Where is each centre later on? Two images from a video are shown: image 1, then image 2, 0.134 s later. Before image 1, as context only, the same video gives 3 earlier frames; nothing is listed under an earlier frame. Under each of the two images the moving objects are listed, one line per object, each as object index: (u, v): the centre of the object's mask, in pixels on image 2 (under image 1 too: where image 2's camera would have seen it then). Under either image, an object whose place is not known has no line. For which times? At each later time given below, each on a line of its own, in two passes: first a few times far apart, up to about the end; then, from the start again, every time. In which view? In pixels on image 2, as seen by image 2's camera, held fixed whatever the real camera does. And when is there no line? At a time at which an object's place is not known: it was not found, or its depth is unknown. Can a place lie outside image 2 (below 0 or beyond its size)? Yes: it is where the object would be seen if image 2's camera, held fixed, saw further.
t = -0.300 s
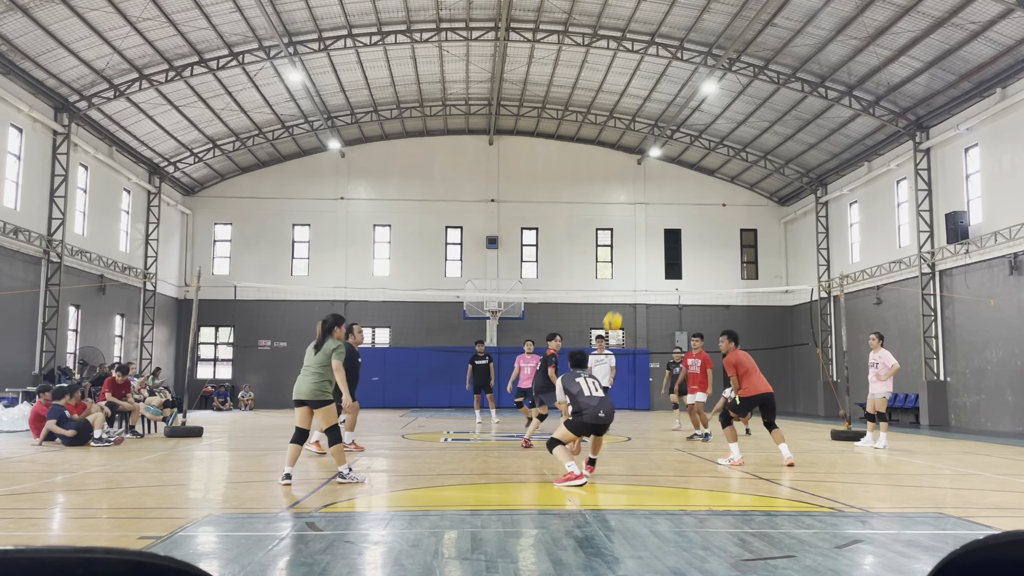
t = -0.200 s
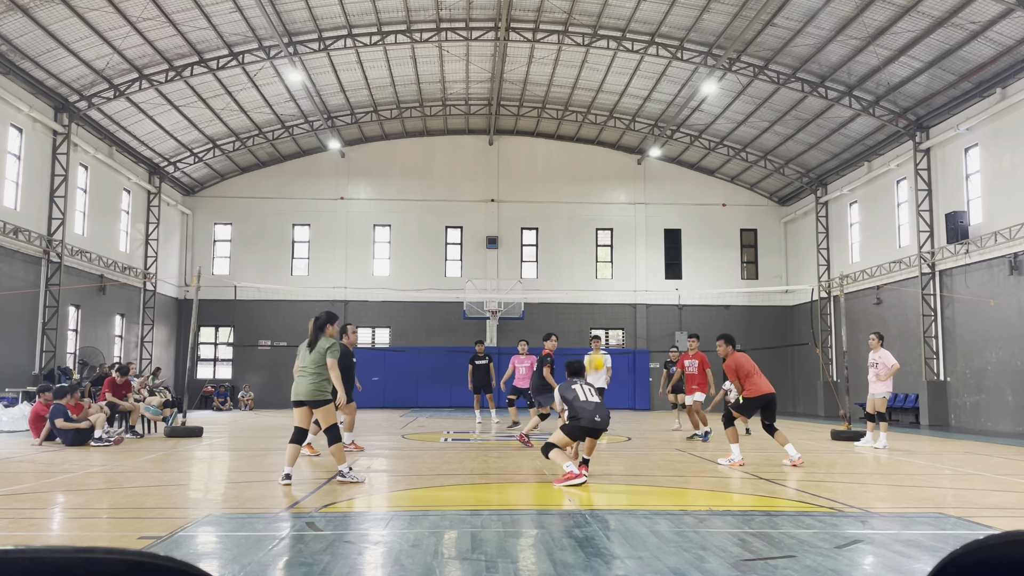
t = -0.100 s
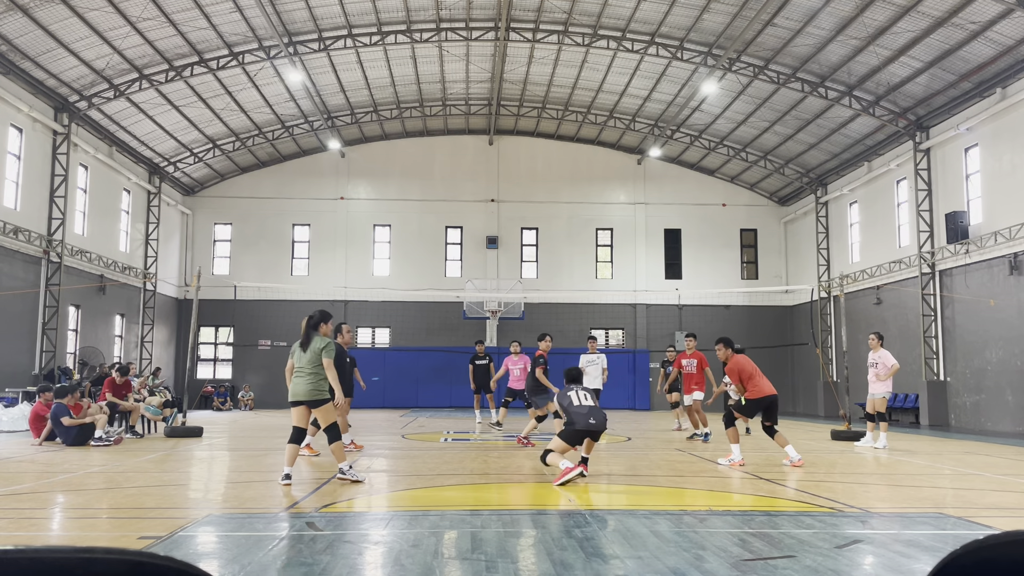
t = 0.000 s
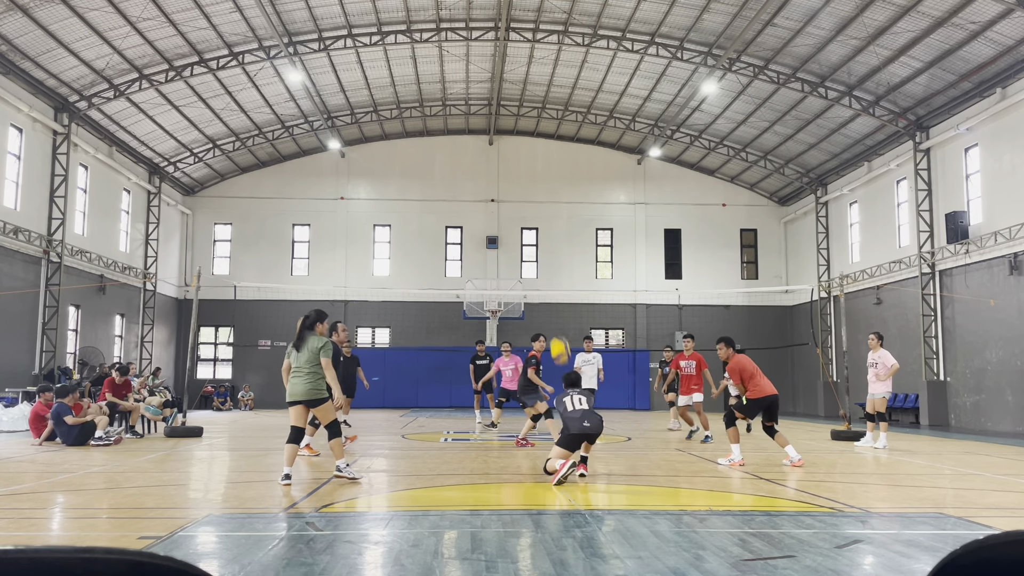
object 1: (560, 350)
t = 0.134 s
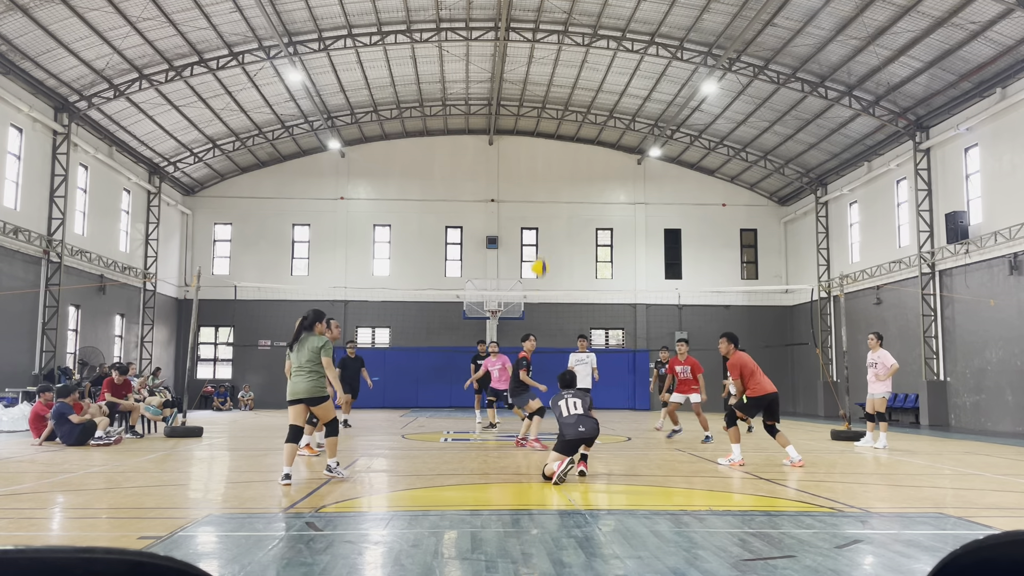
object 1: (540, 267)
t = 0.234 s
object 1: (525, 219)
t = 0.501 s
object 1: (490, 145)
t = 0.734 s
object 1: (462, 129)
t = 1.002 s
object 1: (432, 158)
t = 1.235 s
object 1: (408, 219)
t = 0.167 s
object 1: (535, 251)
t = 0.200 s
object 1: (530, 233)
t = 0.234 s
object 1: (525, 219)
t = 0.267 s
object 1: (521, 206)
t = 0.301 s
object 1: (516, 194)
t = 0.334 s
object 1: (511, 183)
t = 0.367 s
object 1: (507, 174)
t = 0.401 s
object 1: (502, 165)
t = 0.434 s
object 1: (498, 157)
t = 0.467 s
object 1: (494, 151)
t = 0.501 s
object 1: (490, 145)
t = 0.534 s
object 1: (486, 140)
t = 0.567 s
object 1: (482, 136)
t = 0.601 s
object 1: (477, 133)
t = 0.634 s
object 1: (474, 131)
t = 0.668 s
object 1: (470, 130)
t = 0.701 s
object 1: (466, 129)
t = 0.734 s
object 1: (462, 129)
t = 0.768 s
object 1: (458, 131)
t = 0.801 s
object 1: (454, 132)
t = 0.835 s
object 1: (451, 135)
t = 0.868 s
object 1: (447, 138)
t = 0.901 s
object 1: (443, 142)
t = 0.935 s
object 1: (439, 147)
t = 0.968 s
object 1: (436, 152)
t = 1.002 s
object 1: (432, 158)
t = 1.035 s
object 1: (429, 165)
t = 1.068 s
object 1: (425, 173)
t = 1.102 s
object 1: (422, 181)
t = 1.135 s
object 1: (419, 189)
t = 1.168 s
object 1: (415, 198)
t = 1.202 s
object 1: (412, 209)
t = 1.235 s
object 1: (408, 219)
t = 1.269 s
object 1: (406, 231)
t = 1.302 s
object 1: (402, 242)
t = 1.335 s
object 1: (399, 254)
